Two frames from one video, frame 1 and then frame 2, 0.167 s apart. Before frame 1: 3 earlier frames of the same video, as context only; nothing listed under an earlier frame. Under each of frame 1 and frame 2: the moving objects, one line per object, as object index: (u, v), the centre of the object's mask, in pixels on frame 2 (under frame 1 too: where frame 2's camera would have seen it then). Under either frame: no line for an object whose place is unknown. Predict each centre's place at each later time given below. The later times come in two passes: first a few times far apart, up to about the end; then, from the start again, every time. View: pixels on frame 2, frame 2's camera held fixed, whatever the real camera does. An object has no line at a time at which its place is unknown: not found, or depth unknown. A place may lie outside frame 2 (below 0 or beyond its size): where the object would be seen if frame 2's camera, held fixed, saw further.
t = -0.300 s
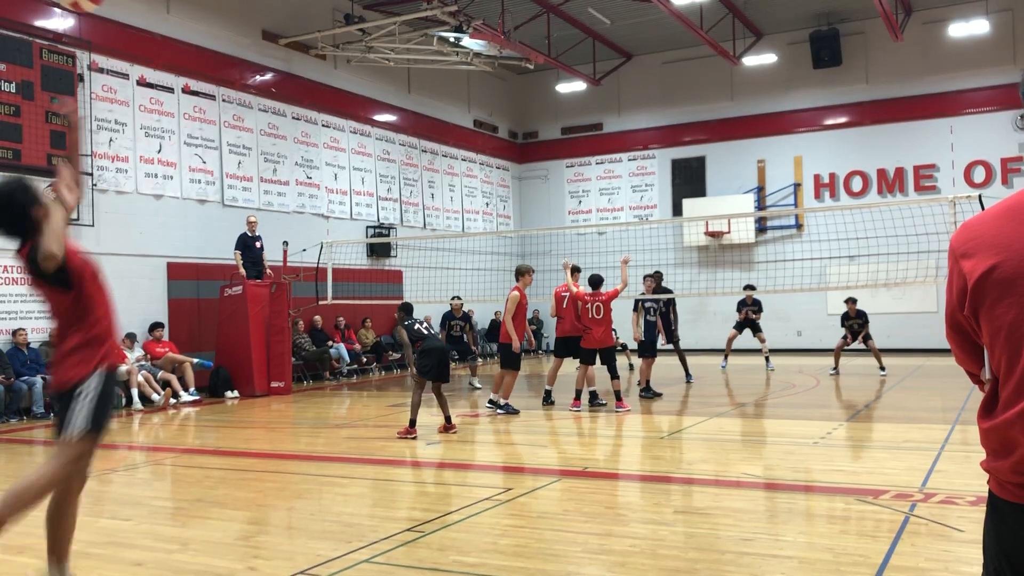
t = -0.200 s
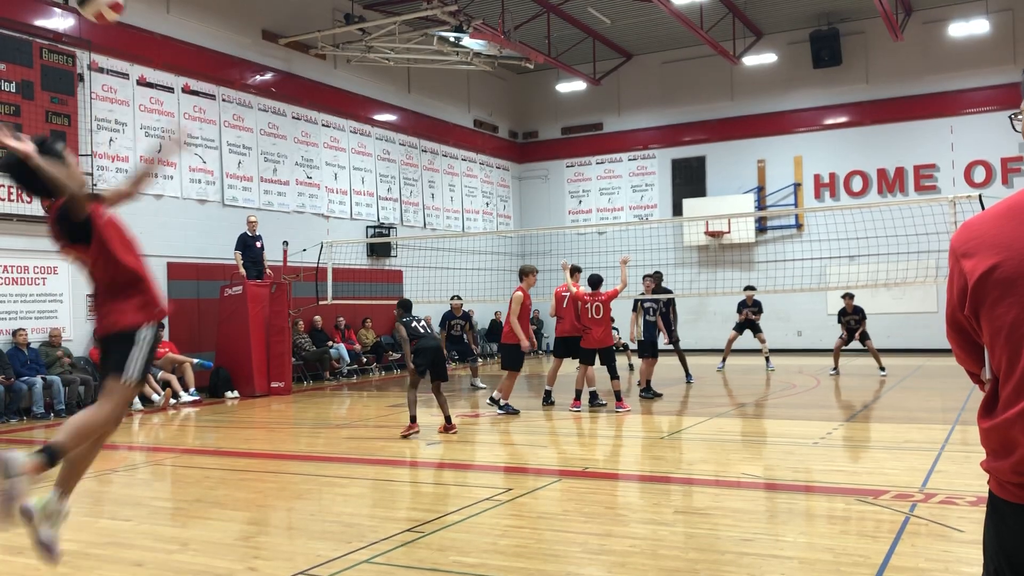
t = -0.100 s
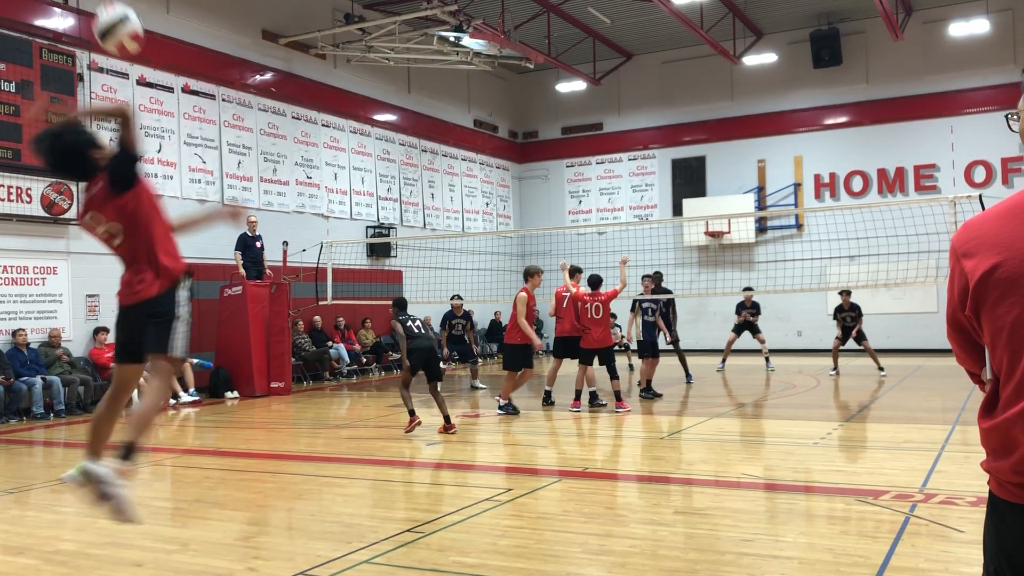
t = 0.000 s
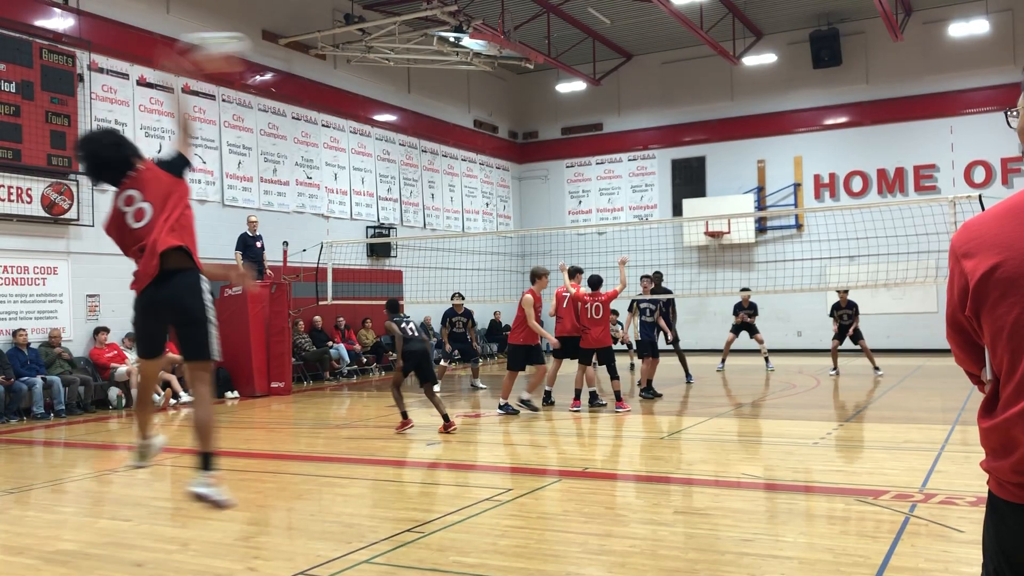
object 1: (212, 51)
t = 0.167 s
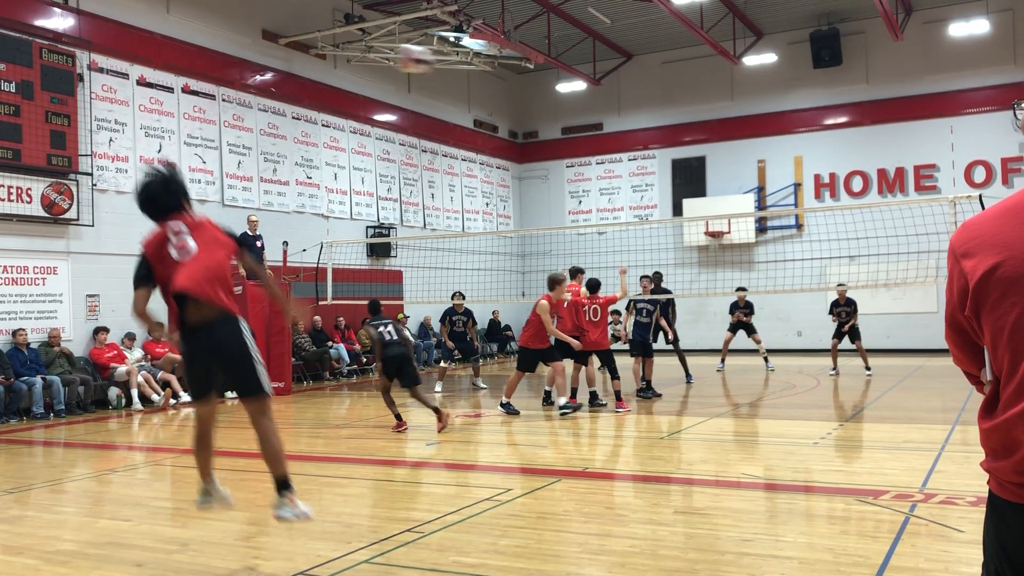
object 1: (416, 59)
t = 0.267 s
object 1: (483, 75)
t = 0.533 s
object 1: (596, 141)
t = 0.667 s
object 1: (629, 178)
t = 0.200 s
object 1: (439, 64)
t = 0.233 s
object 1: (462, 70)
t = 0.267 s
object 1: (483, 75)
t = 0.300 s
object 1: (502, 82)
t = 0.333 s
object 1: (521, 90)
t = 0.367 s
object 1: (537, 95)
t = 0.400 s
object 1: (549, 106)
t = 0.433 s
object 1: (561, 114)
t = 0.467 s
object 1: (575, 122)
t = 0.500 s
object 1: (586, 132)
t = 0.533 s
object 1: (596, 141)
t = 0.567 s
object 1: (604, 149)
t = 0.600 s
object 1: (614, 159)
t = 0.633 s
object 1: (621, 169)
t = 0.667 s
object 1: (629, 178)
